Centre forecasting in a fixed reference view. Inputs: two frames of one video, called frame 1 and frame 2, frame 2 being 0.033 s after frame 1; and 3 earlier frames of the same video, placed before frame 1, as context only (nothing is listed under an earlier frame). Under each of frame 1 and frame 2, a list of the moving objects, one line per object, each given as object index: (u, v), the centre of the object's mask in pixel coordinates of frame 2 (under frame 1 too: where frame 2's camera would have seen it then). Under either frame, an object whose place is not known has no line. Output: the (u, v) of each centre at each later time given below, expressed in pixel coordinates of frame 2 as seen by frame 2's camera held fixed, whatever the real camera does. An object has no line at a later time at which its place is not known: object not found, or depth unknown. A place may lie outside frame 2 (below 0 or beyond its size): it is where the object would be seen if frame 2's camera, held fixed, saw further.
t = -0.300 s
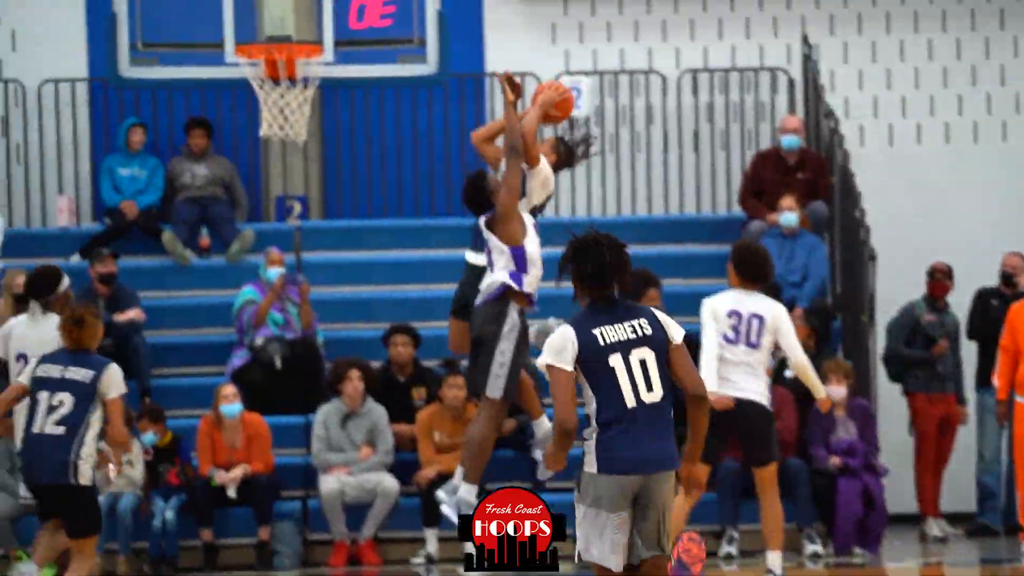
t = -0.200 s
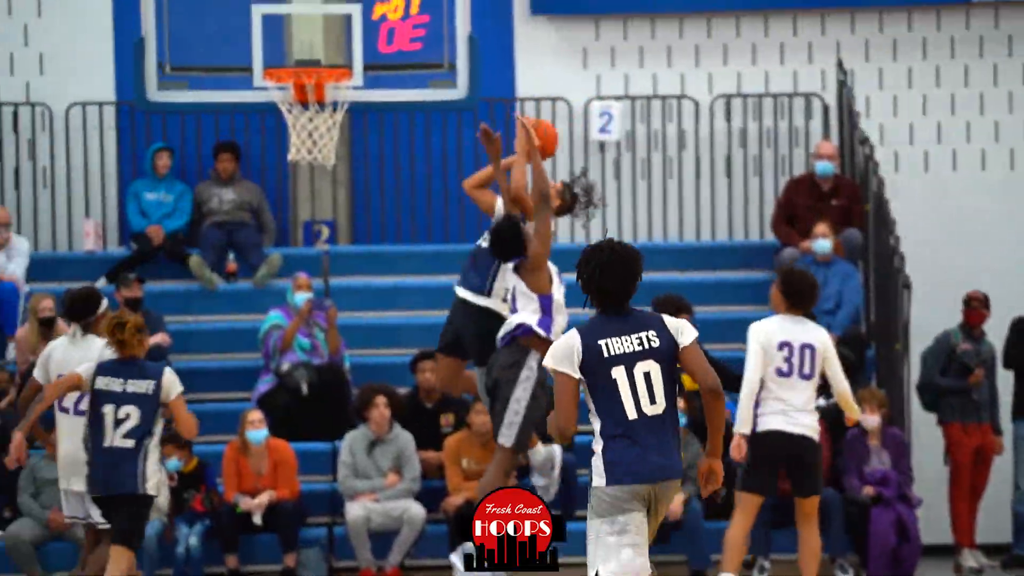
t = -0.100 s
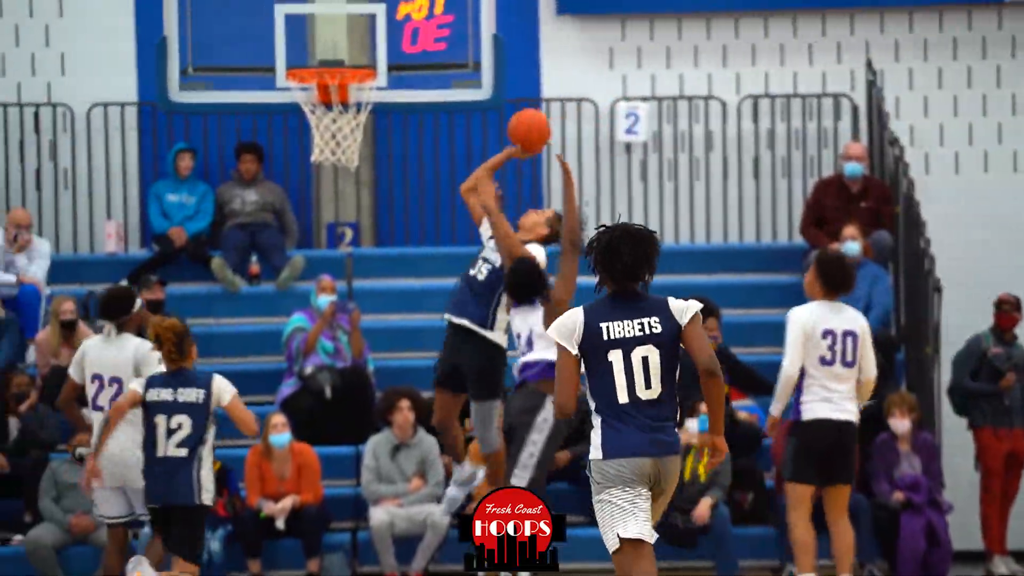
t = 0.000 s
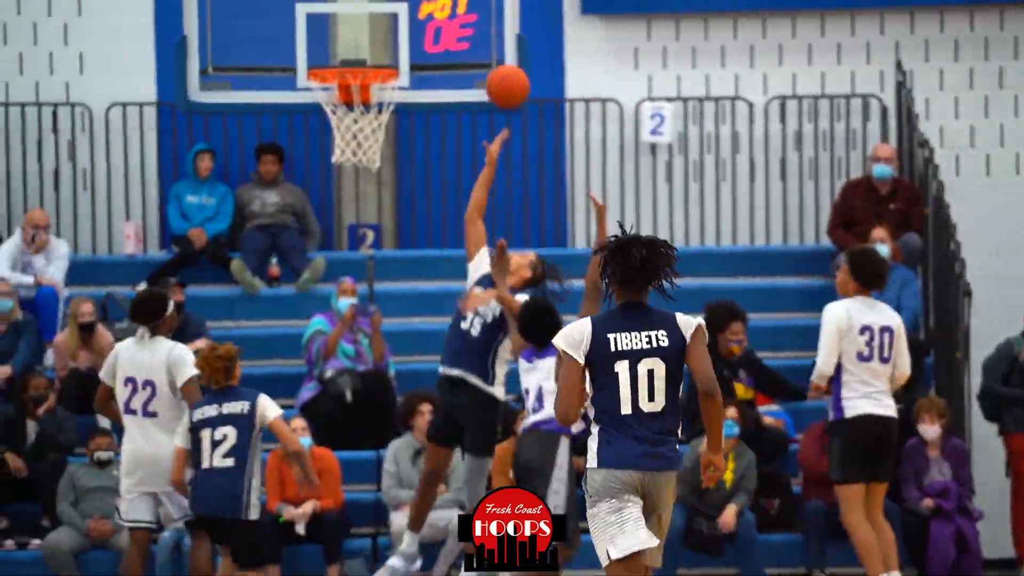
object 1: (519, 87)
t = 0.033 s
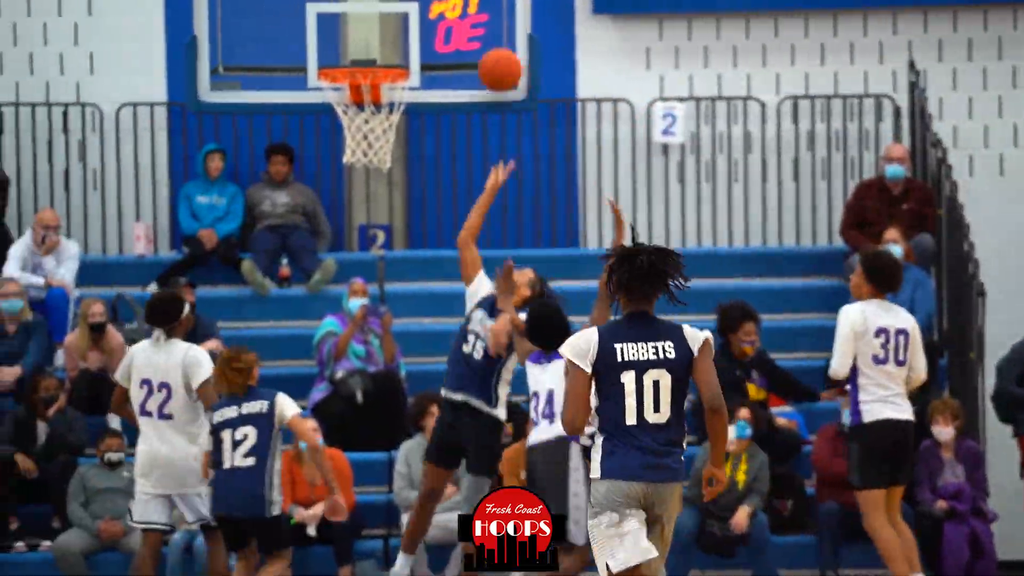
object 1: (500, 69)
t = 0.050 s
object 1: (491, 63)
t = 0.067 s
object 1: (482, 57)
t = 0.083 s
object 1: (473, 50)
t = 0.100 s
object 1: (464, 45)
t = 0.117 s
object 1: (454, 40)
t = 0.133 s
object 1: (448, 35)
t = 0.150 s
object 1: (443, 32)
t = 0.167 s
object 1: (439, 28)
